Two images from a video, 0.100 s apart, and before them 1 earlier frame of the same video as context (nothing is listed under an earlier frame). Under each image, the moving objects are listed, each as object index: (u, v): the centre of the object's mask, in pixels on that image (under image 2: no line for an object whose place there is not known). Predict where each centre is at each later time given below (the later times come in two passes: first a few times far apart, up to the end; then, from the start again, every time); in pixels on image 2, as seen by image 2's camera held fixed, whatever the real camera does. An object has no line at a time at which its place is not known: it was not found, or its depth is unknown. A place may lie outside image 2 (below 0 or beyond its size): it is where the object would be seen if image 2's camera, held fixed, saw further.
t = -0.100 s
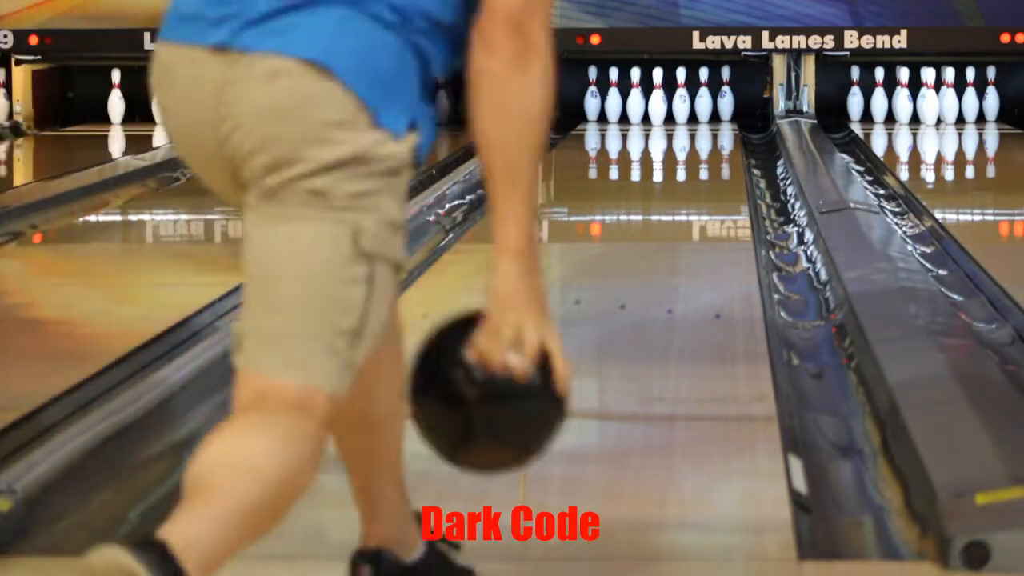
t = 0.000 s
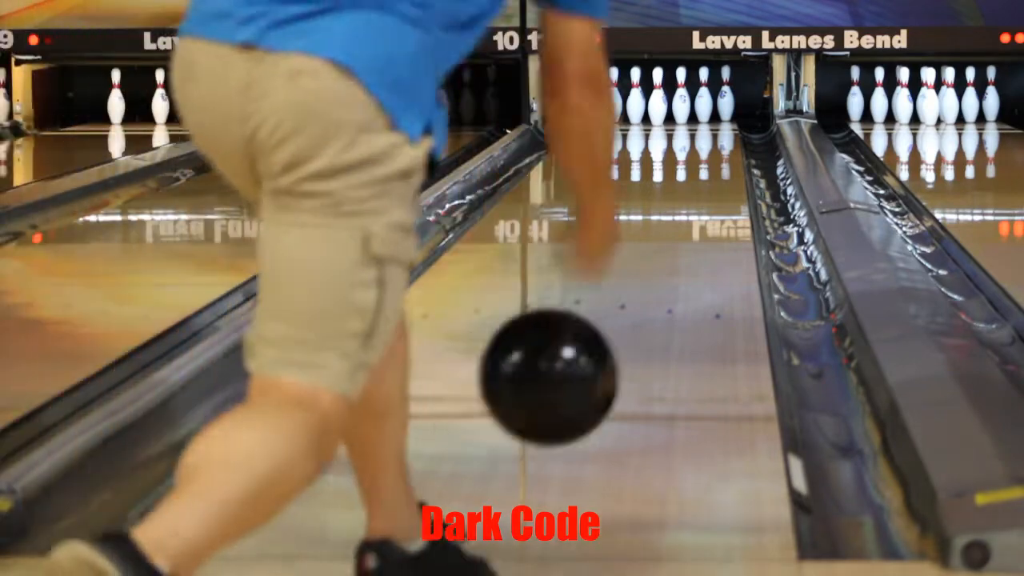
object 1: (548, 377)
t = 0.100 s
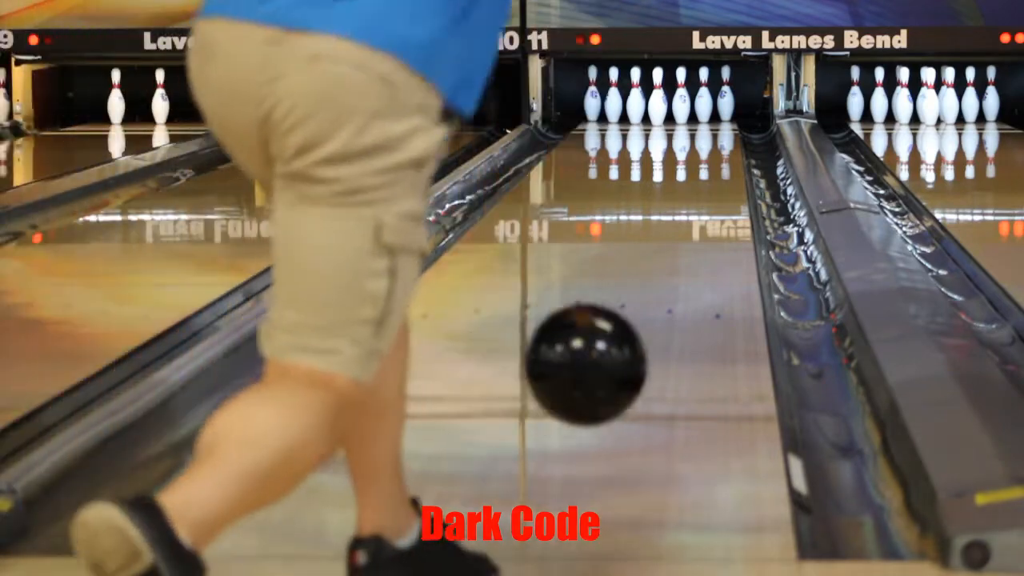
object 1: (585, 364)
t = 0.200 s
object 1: (614, 386)
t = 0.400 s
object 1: (655, 319)
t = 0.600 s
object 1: (682, 269)
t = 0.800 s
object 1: (701, 233)
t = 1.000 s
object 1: (715, 206)
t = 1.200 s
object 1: (723, 184)
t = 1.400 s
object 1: (727, 166)
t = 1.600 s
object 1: (727, 152)
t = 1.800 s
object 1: (723, 141)
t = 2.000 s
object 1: (713, 130)
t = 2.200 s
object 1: (700, 123)
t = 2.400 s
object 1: (687, 116)
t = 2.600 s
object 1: (678, 110)
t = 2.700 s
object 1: (683, 108)
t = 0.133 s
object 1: (596, 373)
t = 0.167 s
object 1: (605, 387)
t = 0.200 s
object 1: (614, 386)
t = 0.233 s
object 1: (622, 368)
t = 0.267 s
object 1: (629, 356)
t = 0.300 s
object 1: (636, 349)
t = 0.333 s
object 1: (643, 338)
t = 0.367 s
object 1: (649, 328)
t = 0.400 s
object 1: (655, 319)
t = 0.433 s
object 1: (660, 309)
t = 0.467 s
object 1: (665, 300)
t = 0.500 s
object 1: (670, 292)
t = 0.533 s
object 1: (674, 284)
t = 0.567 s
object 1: (678, 276)
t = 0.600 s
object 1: (682, 269)
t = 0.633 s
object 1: (686, 263)
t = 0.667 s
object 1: (689, 256)
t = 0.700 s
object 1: (692, 251)
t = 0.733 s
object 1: (696, 245)
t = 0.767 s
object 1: (698, 239)
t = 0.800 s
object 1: (701, 233)
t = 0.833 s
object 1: (704, 228)
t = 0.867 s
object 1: (706, 223)
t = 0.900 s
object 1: (709, 219)
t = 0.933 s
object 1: (711, 214)
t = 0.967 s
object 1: (712, 212)
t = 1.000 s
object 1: (715, 206)
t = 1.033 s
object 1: (716, 202)
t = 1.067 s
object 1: (718, 198)
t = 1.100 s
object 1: (719, 194)
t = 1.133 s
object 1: (720, 190)
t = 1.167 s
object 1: (722, 187)
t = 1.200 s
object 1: (723, 184)
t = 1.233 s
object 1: (724, 181)
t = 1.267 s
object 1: (724, 178)
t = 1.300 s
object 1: (725, 175)
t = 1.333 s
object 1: (726, 172)
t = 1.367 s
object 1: (727, 169)
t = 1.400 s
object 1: (727, 166)
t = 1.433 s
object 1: (727, 164)
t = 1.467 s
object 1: (728, 161)
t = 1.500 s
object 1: (727, 160)
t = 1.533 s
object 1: (727, 157)
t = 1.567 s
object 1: (728, 154)
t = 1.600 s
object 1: (727, 152)
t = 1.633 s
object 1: (727, 150)
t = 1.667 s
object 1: (727, 148)
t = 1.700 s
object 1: (726, 146)
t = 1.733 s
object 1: (725, 144)
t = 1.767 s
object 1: (724, 142)
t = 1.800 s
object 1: (723, 141)
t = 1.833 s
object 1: (722, 139)
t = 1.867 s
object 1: (720, 137)
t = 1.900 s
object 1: (719, 135)
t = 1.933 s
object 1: (717, 134)
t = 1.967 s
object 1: (716, 133)
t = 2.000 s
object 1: (713, 130)
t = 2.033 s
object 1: (711, 129)
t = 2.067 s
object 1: (709, 128)
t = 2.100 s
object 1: (707, 126)
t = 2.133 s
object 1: (704, 125)
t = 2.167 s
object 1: (702, 124)
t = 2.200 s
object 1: (700, 123)
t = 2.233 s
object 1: (697, 122)
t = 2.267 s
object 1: (695, 120)
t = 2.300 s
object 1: (693, 119)
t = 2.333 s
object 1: (691, 118)
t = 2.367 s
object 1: (689, 117)
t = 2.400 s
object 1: (687, 116)
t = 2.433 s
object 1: (685, 115)
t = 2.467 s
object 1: (683, 114)
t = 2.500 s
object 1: (681, 112)
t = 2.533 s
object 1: (678, 111)
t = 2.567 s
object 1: (677, 111)
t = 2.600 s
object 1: (678, 110)
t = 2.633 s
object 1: (679, 109)
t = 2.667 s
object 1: (681, 108)
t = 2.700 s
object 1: (683, 108)
